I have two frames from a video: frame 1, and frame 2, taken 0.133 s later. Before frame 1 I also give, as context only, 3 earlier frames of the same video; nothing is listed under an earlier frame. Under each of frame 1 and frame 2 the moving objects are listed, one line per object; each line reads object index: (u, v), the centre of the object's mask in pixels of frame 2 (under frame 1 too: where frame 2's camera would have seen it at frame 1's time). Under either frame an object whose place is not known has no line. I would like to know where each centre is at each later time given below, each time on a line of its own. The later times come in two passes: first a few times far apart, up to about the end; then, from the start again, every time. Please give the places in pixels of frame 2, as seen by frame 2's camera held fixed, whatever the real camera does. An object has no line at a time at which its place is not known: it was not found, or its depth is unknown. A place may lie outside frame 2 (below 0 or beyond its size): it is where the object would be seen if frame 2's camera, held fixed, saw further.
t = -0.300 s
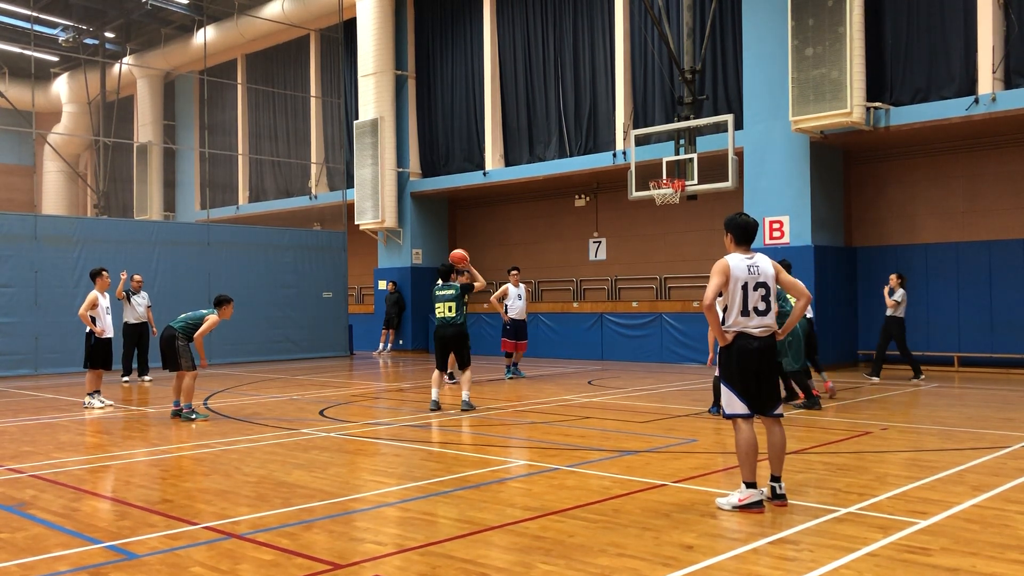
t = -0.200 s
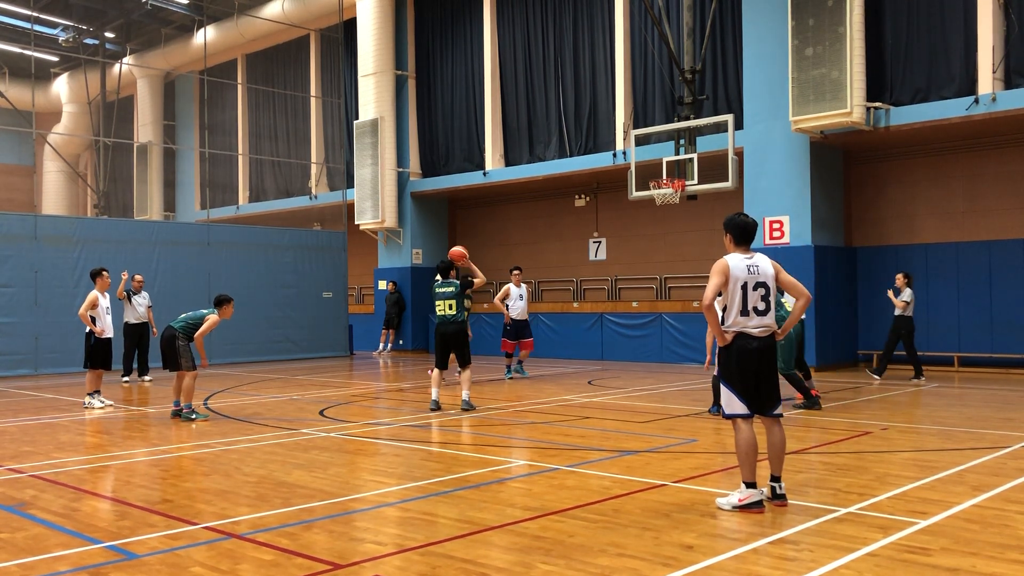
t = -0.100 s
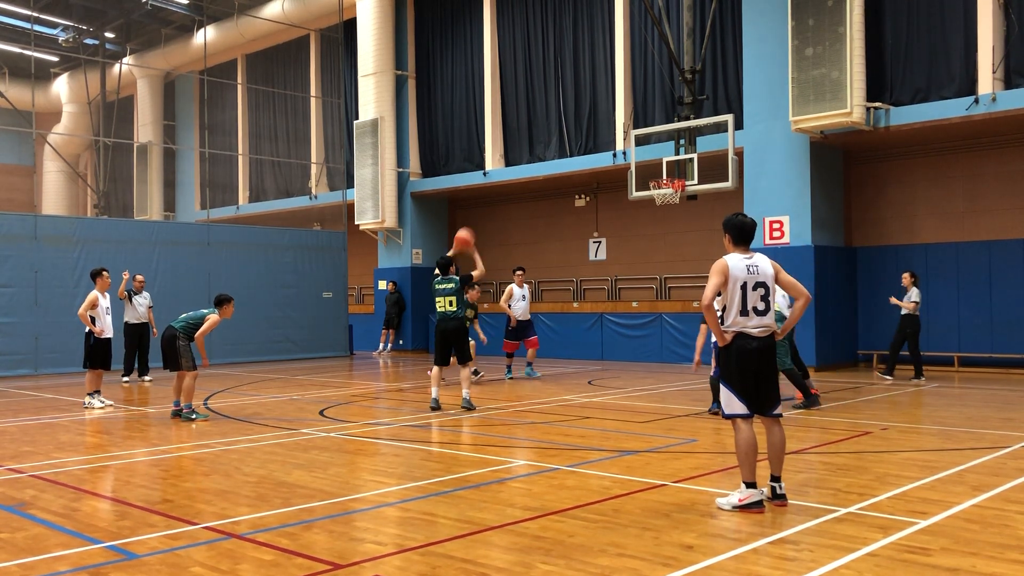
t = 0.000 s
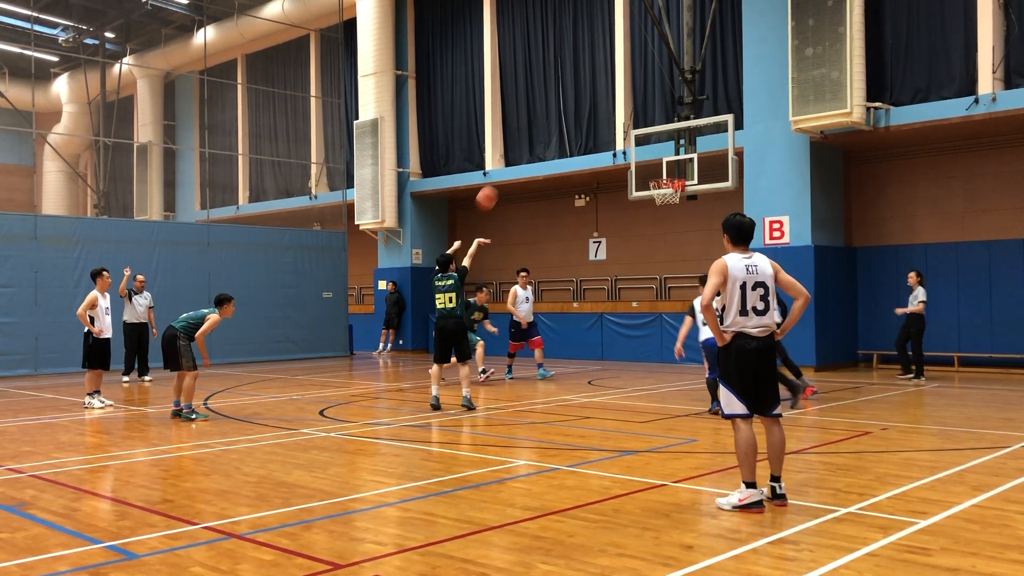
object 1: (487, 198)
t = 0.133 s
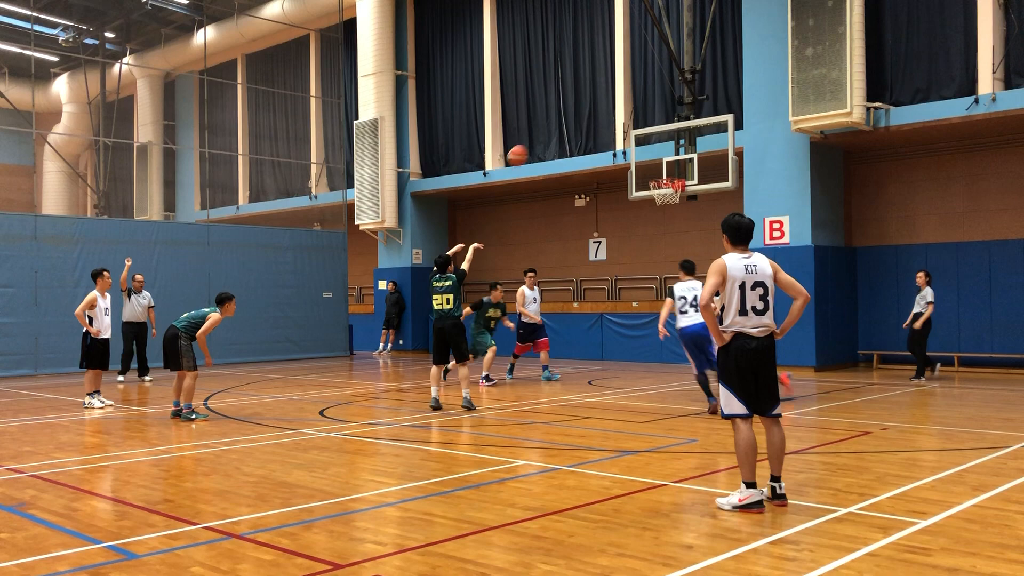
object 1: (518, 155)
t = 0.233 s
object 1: (539, 135)
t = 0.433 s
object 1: (579, 117)
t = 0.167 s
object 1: (525, 148)
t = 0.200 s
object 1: (532, 141)
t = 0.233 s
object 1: (539, 135)
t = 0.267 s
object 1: (546, 130)
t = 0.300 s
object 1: (553, 126)
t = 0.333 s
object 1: (559, 122)
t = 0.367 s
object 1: (566, 119)
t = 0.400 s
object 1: (573, 118)
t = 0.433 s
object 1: (579, 117)
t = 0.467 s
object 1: (585, 117)
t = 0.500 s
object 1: (592, 117)
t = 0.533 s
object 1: (598, 119)
